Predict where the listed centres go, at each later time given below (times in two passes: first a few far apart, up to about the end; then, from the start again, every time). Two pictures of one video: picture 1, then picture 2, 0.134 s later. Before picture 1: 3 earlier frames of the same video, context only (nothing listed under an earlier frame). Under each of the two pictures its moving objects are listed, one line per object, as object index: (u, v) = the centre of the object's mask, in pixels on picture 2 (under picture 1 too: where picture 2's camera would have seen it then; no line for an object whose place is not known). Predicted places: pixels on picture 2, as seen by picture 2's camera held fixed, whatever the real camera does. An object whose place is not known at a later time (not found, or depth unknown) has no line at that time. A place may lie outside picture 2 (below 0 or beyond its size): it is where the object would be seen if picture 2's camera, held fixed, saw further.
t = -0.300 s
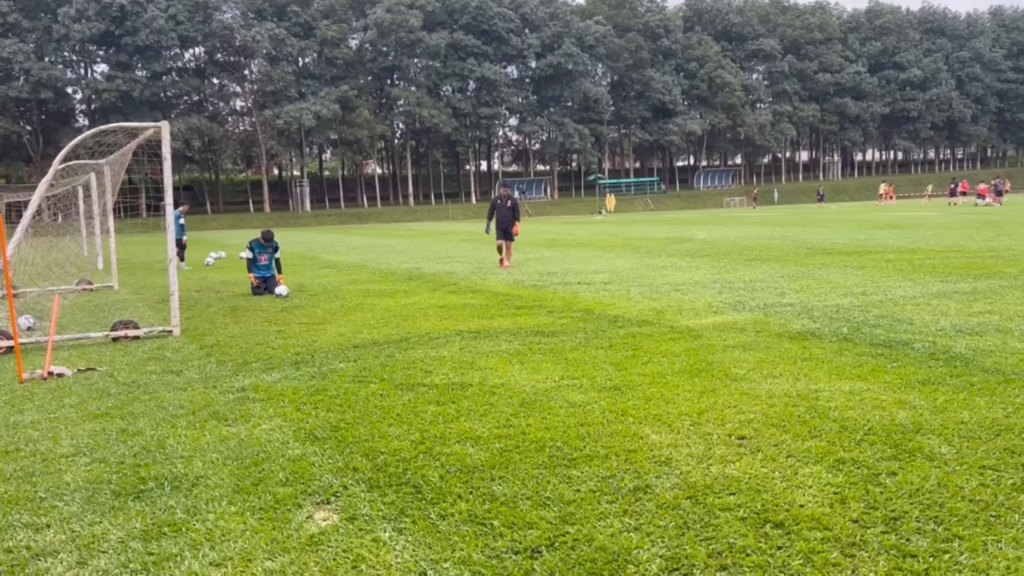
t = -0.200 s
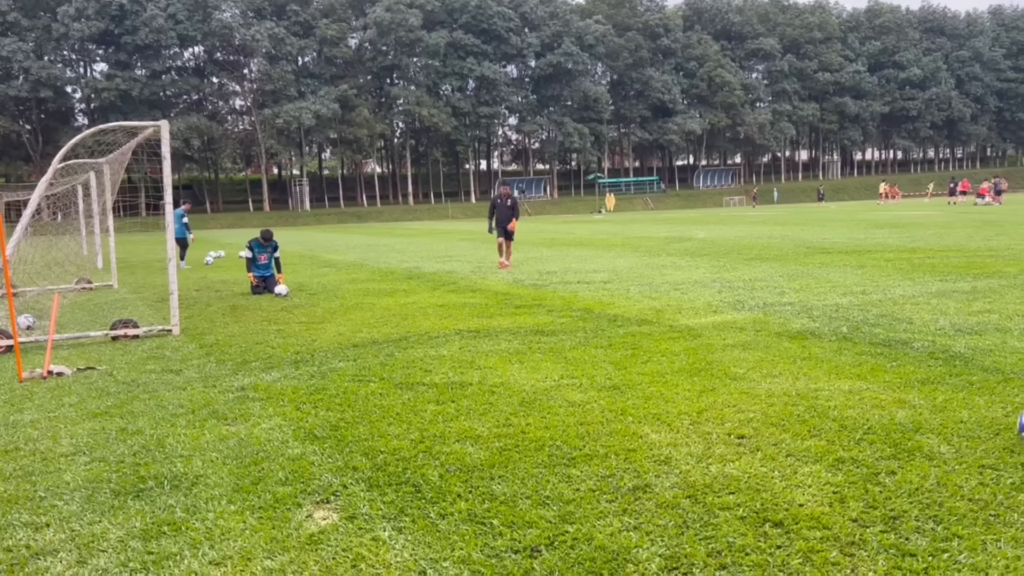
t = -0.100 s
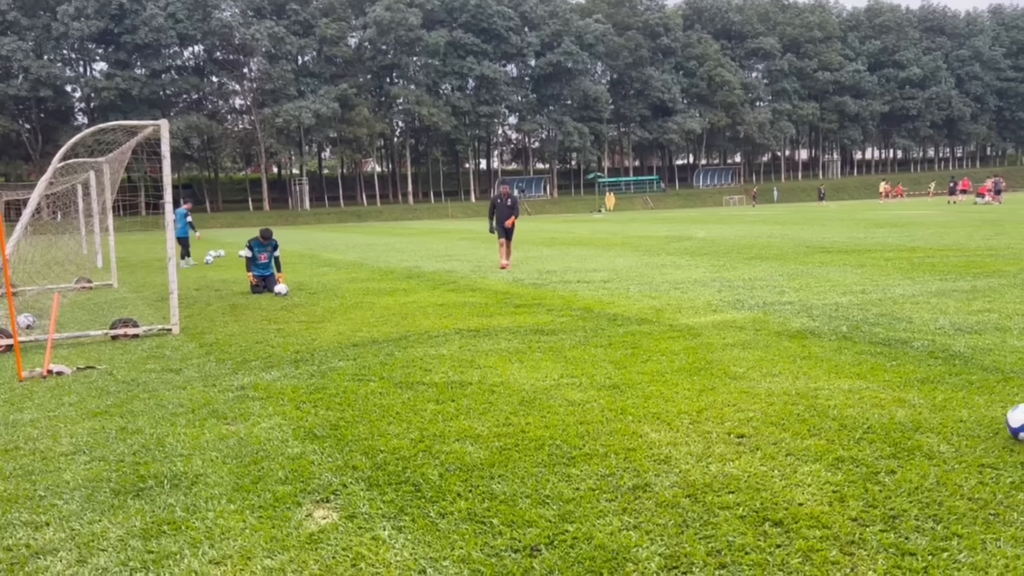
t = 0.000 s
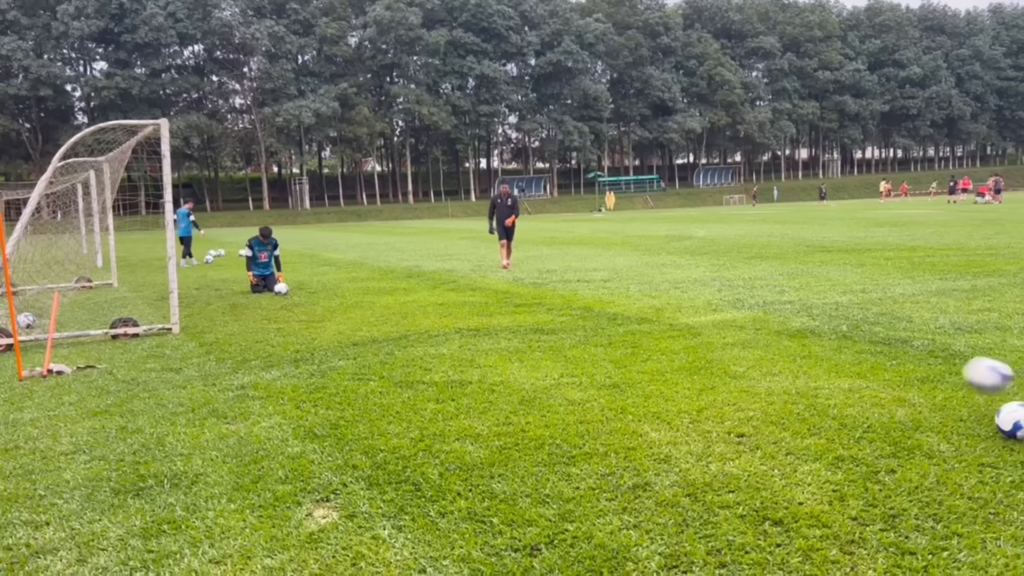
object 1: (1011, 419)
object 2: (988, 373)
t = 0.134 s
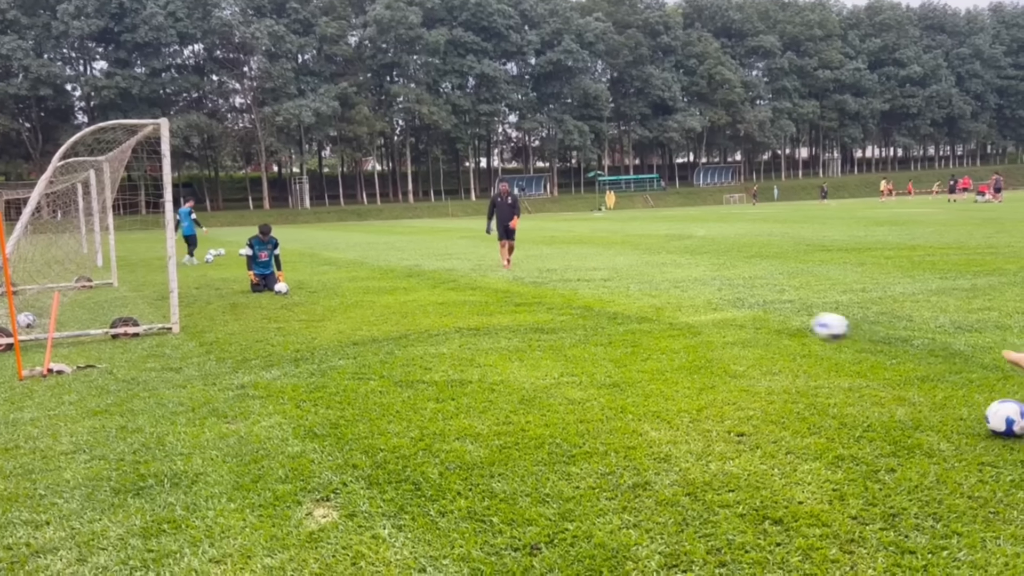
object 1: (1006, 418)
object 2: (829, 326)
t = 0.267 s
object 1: (998, 418)
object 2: (717, 313)
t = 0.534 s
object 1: (990, 417)
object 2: (583, 307)
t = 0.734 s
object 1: (994, 418)
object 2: (532, 291)
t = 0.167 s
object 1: (1004, 418)
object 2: (798, 321)
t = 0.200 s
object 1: (1003, 418)
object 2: (769, 316)
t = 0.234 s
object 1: (1001, 418)
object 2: (742, 314)
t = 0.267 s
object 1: (998, 418)
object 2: (717, 313)
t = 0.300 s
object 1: (996, 418)
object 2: (694, 313)
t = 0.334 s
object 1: (994, 418)
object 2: (673, 314)
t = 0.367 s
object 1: (993, 417)
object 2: (653, 316)
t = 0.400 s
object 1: (992, 417)
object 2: (635, 319)
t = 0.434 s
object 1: (991, 417)
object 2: (618, 323)
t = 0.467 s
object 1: (991, 416)
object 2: (603, 322)
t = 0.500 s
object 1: (990, 417)
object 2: (593, 314)
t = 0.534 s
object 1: (990, 417)
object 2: (583, 307)
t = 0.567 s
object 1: (991, 417)
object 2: (574, 302)
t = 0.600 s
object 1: (991, 417)
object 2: (564, 298)
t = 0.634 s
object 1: (992, 417)
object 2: (556, 295)
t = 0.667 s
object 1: (992, 418)
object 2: (547, 292)
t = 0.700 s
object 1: (993, 418)
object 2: (539, 291)
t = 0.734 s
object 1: (994, 418)
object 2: (532, 291)
